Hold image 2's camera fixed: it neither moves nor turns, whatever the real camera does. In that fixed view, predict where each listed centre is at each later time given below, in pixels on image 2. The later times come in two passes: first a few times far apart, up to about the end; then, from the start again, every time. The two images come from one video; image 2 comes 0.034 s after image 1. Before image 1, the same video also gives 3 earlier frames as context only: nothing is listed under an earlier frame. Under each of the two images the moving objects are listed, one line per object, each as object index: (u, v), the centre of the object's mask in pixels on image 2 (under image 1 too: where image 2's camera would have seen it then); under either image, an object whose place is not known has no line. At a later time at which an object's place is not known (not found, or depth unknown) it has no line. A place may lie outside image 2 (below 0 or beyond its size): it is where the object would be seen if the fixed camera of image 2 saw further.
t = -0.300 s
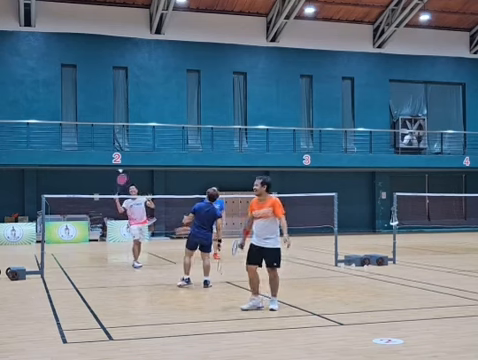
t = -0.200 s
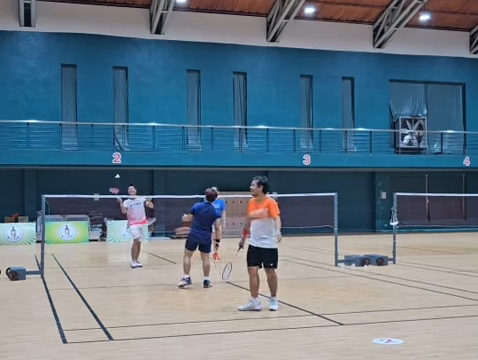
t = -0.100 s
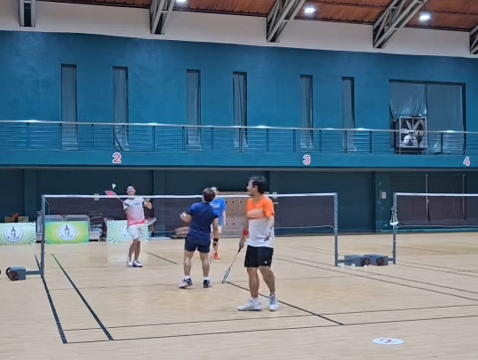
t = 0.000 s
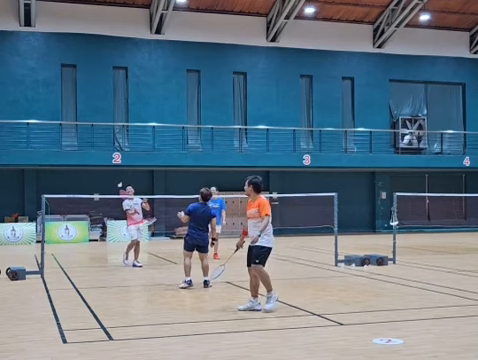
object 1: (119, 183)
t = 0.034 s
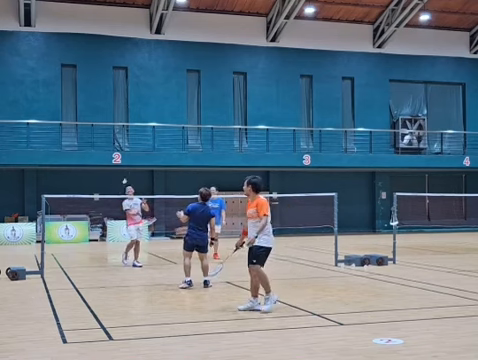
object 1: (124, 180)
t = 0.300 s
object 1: (150, 168)
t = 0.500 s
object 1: (170, 182)
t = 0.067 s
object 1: (128, 176)
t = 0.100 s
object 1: (131, 174)
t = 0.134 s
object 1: (133, 171)
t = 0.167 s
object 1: (137, 169)
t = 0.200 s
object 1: (140, 168)
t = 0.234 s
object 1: (143, 168)
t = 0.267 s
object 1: (147, 168)
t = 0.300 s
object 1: (150, 168)
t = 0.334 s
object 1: (154, 169)
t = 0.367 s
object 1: (157, 171)
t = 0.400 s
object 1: (160, 173)
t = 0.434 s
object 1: (164, 175)
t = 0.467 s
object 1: (167, 178)
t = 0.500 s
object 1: (170, 182)
